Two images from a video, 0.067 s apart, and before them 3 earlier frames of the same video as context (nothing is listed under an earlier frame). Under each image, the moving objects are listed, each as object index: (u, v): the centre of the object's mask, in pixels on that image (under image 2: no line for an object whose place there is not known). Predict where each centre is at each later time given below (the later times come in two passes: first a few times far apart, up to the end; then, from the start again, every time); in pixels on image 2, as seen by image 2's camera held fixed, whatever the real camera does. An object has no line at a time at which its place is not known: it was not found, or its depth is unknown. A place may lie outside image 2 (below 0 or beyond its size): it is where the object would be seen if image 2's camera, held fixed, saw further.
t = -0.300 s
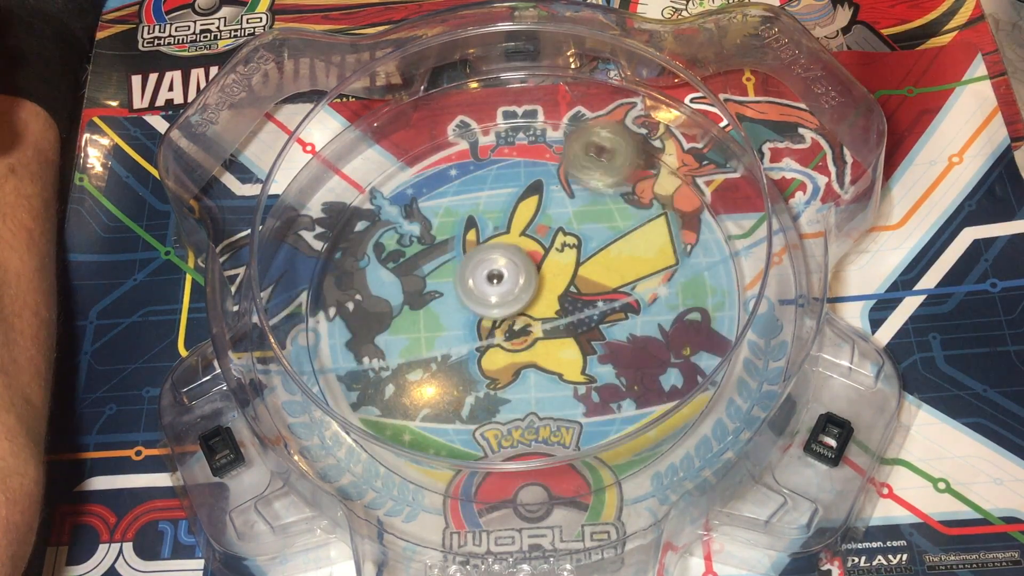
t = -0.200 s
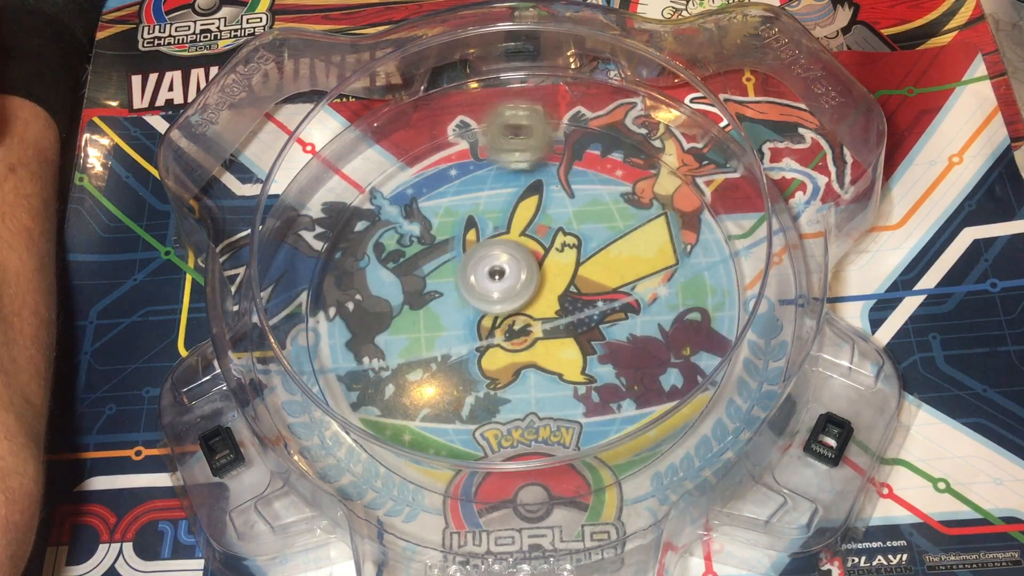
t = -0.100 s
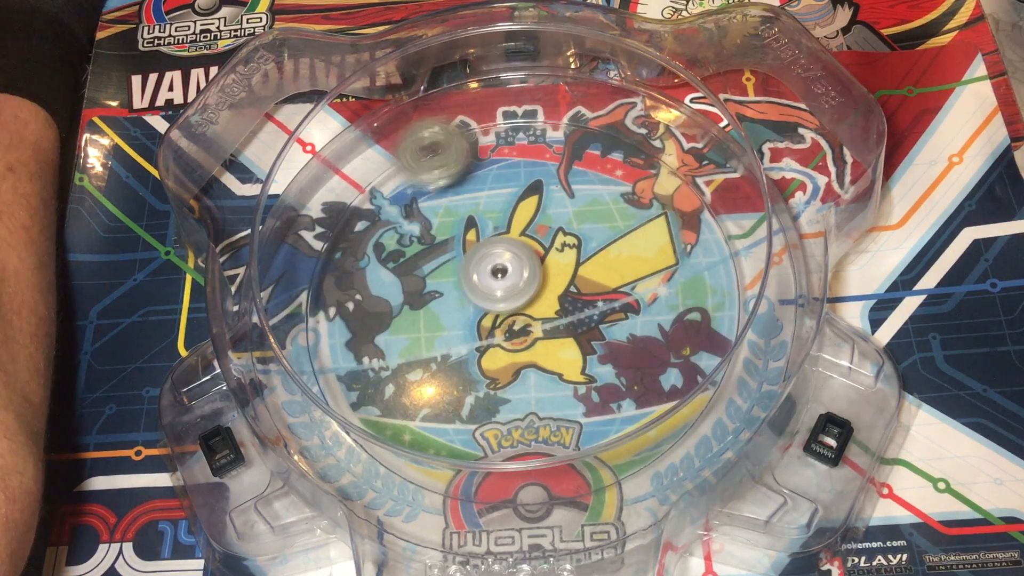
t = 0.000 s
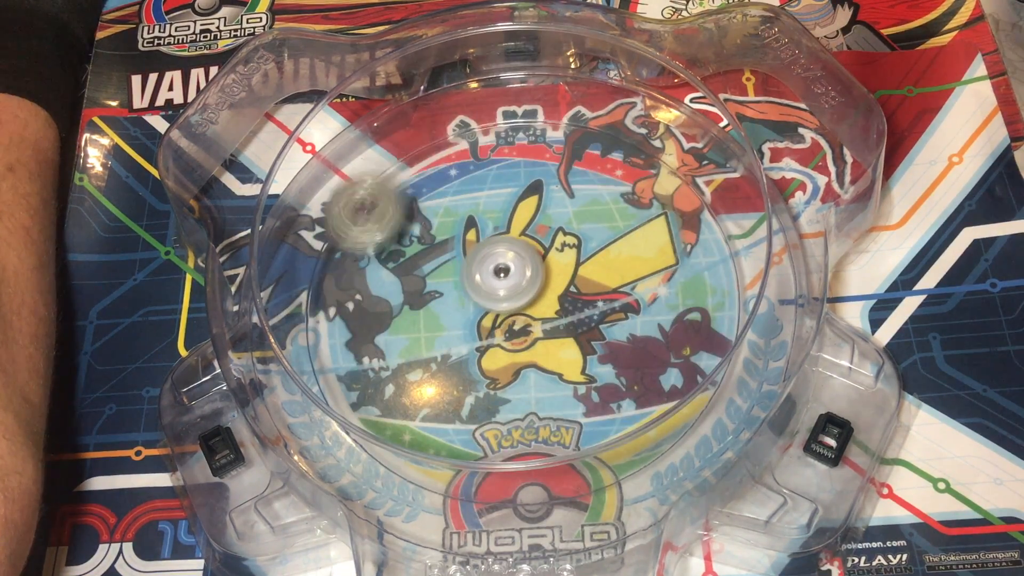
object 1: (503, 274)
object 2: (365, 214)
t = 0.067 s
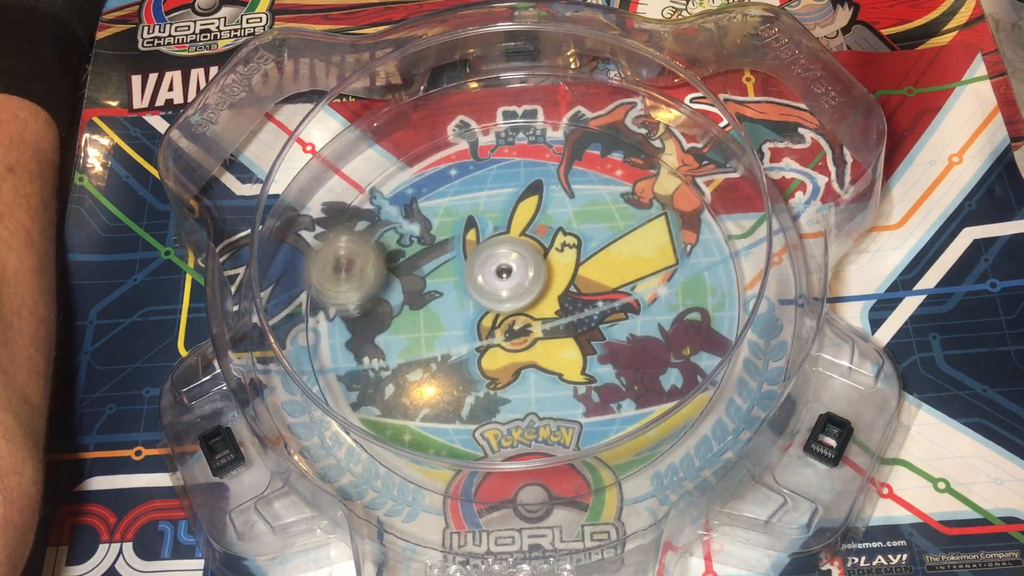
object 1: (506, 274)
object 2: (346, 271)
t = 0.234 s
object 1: (517, 271)
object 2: (439, 411)
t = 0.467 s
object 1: (521, 270)
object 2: (698, 328)
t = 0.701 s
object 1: (532, 272)
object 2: (610, 128)
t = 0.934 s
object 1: (535, 279)
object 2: (374, 203)
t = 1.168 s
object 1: (538, 281)
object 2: (448, 423)
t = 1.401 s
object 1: (538, 289)
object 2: (687, 356)
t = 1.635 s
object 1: (534, 296)
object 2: (629, 161)
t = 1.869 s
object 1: (529, 297)
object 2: (407, 209)
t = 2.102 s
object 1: (526, 296)
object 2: (423, 402)
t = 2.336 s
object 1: (520, 296)
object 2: (641, 380)
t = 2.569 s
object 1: (516, 293)
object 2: (617, 205)
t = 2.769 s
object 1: (515, 290)
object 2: (454, 194)
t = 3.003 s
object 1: (522, 283)
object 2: (390, 337)
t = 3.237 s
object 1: (524, 283)
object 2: (554, 391)
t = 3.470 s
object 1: (526, 286)
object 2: (628, 254)
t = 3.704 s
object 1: (529, 288)
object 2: (507, 181)
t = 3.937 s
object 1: (530, 288)
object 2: (408, 289)
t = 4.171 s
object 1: (529, 289)
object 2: (534, 384)
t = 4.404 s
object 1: (527, 290)
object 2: (650, 283)
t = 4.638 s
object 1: (525, 293)
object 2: (554, 188)
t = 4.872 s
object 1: (524, 294)
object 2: (423, 266)
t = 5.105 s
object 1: (523, 293)
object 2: (482, 389)
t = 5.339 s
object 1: (521, 291)
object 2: (625, 342)
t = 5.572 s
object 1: (520, 288)
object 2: (588, 214)
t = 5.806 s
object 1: (521, 285)
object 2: (446, 222)
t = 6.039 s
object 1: (523, 283)
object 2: (421, 345)
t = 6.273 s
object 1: (525, 284)
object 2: (569, 372)
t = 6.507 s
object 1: (527, 284)
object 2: (624, 249)
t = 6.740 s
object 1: (528, 287)
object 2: (515, 184)
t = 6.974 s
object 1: (530, 291)
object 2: (419, 275)
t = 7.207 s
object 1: (529, 292)
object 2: (504, 379)
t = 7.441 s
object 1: (526, 294)
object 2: (635, 323)
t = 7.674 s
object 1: (522, 293)
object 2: (593, 210)
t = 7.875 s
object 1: (520, 291)
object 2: (473, 216)
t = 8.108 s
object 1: (520, 288)
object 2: (425, 329)
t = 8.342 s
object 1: (521, 286)
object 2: (540, 388)
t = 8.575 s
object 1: (524, 285)
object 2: (625, 288)
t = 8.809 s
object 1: (526, 285)
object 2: (546, 202)
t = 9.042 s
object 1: (528, 287)
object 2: (432, 243)
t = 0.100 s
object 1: (507, 275)
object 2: (346, 299)
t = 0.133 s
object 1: (509, 274)
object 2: (355, 331)
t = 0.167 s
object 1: (512, 274)
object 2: (376, 368)
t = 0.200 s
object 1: (514, 272)
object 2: (397, 395)
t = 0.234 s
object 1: (517, 271)
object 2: (439, 411)
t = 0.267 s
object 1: (518, 269)
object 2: (483, 425)
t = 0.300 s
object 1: (519, 268)
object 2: (526, 430)
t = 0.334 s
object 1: (520, 268)
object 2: (567, 423)
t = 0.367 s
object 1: (520, 268)
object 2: (611, 407)
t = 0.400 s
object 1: (520, 268)
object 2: (645, 386)
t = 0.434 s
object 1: (521, 269)
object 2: (672, 362)
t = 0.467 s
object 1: (521, 270)
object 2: (698, 328)
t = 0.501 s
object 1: (522, 271)
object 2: (711, 293)
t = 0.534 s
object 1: (524, 271)
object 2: (718, 257)
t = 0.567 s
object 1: (526, 272)
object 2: (714, 222)
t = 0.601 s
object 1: (528, 272)
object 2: (699, 186)
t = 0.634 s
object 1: (530, 272)
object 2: (676, 160)
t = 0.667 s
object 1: (531, 272)
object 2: (643, 143)
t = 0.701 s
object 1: (532, 272)
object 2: (610, 128)
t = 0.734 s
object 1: (532, 272)
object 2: (573, 118)
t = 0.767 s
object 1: (532, 273)
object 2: (536, 115)
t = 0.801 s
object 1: (533, 274)
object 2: (495, 120)
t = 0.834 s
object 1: (533, 275)
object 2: (458, 131)
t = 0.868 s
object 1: (533, 276)
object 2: (426, 148)
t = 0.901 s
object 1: (534, 278)
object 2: (397, 173)
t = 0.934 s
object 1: (535, 279)
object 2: (374, 203)
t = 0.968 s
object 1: (536, 279)
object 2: (358, 237)
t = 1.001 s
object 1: (537, 280)
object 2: (350, 273)
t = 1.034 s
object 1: (539, 280)
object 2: (351, 305)
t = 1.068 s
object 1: (539, 280)
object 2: (363, 343)
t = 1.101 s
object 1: (539, 280)
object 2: (383, 377)
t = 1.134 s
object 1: (538, 281)
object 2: (404, 403)
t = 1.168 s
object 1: (538, 281)
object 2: (448, 423)
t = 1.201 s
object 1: (537, 282)
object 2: (484, 431)
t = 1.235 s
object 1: (537, 283)
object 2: (523, 443)
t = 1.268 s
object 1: (537, 285)
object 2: (565, 444)
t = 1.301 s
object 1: (538, 286)
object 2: (611, 433)
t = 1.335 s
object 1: (538, 288)
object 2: (643, 412)
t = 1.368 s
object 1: (538, 289)
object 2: (664, 378)
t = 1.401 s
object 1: (538, 289)
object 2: (687, 356)
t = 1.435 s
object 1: (537, 289)
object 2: (706, 323)
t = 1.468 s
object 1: (537, 290)
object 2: (714, 290)
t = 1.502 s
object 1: (536, 291)
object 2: (714, 257)
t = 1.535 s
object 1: (535, 292)
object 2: (703, 228)
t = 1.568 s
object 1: (535, 293)
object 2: (683, 200)
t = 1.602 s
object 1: (535, 295)
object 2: (660, 179)
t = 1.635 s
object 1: (534, 296)
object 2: (629, 161)
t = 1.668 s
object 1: (534, 297)
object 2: (597, 150)
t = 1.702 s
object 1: (534, 298)
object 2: (564, 146)
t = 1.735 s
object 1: (533, 298)
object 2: (527, 147)
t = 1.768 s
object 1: (532, 298)
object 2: (492, 155)
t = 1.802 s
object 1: (531, 298)
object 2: (460, 168)
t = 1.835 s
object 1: (530, 297)
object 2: (430, 187)
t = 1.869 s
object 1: (529, 297)
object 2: (407, 209)
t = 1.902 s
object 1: (528, 297)
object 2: (388, 236)
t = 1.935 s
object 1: (528, 298)
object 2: (374, 266)
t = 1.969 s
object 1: (527, 298)
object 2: (368, 295)
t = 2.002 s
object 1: (527, 298)
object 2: (372, 326)
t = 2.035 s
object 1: (527, 298)
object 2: (383, 357)
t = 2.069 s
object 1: (526, 297)
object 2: (399, 384)
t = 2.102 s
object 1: (526, 296)
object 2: (423, 402)
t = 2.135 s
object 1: (525, 296)
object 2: (450, 422)
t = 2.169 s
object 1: (524, 296)
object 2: (485, 428)
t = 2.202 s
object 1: (523, 296)
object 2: (517, 431)
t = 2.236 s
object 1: (522, 296)
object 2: (552, 428)
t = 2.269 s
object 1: (522, 297)
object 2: (587, 416)
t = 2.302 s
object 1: (521, 296)
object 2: (618, 400)
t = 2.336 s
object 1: (520, 296)
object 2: (641, 380)
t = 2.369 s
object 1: (520, 295)
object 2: (657, 359)
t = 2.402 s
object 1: (519, 295)
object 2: (667, 329)
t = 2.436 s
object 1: (518, 294)
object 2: (673, 301)
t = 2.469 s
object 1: (518, 294)
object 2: (668, 274)
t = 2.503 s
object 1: (517, 294)
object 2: (655, 246)
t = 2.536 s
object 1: (517, 293)
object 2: (639, 224)
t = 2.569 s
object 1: (516, 293)
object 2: (617, 205)
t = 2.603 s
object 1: (516, 292)
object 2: (592, 191)
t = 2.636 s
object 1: (516, 292)
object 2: (564, 182)
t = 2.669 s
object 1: (516, 292)
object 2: (537, 177)
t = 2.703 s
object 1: (515, 291)
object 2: (507, 178)
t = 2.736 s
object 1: (515, 291)
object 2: (480, 185)
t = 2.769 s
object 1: (515, 290)
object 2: (454, 194)
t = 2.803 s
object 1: (515, 289)
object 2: (431, 207)
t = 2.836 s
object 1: (517, 289)
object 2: (413, 224)
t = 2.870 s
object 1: (518, 287)
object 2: (397, 243)
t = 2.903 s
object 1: (520, 286)
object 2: (384, 266)
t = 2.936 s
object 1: (521, 285)
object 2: (380, 292)
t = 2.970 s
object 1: (522, 284)
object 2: (383, 314)
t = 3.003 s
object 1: (522, 283)
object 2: (390, 337)
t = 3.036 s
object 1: (523, 283)
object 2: (403, 357)
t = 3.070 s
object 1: (523, 282)
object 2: (425, 379)
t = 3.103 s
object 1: (523, 283)
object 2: (442, 389)
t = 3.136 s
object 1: (523, 282)
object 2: (473, 397)
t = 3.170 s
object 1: (524, 283)
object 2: (500, 400)
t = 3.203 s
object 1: (524, 283)
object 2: (528, 399)
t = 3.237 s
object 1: (524, 283)
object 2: (554, 391)
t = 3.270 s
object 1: (524, 283)
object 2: (579, 376)
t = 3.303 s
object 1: (525, 284)
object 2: (600, 360)
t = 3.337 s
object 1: (525, 284)
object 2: (615, 340)
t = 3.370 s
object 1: (525, 284)
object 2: (626, 322)
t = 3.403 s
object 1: (525, 285)
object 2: (633, 297)
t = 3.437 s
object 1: (525, 285)
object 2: (634, 275)
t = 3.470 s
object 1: (526, 286)
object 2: (628, 254)
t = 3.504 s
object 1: (527, 286)
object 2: (621, 232)
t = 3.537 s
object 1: (527, 287)
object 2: (608, 216)
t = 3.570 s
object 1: (527, 287)
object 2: (592, 202)
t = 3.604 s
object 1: (528, 287)
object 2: (574, 191)
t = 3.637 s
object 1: (528, 287)
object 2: (552, 183)
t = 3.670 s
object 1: (529, 288)
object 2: (529, 180)
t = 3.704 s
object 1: (529, 288)
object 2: (507, 181)
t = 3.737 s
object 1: (529, 288)
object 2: (483, 185)
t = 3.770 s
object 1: (530, 288)
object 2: (462, 195)
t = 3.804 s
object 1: (530, 287)
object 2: (441, 208)
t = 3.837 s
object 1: (530, 287)
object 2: (426, 225)
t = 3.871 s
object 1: (530, 288)
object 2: (414, 245)
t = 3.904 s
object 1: (530, 288)
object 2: (409, 265)
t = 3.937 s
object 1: (530, 288)
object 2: (408, 289)
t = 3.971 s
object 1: (530, 288)
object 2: (414, 312)
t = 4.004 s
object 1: (530, 288)
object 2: (425, 335)
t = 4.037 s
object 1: (530, 288)
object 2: (438, 354)
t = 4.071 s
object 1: (530, 289)
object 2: (459, 369)
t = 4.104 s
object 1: (530, 289)
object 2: (482, 379)
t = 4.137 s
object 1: (530, 289)
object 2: (507, 384)
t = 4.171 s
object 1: (529, 289)
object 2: (534, 384)
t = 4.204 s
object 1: (529, 289)
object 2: (559, 380)
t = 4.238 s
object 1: (529, 289)
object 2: (584, 370)
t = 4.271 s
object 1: (529, 289)
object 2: (604, 358)
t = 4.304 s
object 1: (528, 290)
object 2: (621, 342)
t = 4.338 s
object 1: (528, 290)
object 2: (635, 324)
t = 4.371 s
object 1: (527, 290)
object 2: (644, 305)
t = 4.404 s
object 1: (527, 290)
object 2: (650, 283)
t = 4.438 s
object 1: (527, 291)
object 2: (648, 263)
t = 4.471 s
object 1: (526, 291)
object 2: (643, 244)
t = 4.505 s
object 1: (526, 292)
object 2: (630, 225)
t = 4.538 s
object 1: (526, 292)
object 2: (615, 210)
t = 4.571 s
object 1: (526, 292)
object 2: (596, 199)
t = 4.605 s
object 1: (525, 292)
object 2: (577, 191)
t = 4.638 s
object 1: (525, 293)
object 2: (554, 188)
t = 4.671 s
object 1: (525, 293)
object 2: (529, 188)
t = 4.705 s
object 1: (525, 293)
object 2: (507, 192)
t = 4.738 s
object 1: (525, 294)
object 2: (483, 201)
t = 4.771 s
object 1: (525, 294)
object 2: (464, 213)
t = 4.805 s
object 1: (525, 294)
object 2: (447, 229)
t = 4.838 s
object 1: (524, 294)
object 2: (432, 248)
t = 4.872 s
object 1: (524, 294)
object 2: (423, 266)
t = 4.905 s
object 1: (524, 294)
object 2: (421, 282)
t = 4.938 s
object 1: (524, 293)
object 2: (419, 305)
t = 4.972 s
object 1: (524, 293)
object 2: (425, 328)
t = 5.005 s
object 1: (523, 294)
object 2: (433, 348)
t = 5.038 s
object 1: (523, 293)
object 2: (444, 366)
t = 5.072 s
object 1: (523, 293)
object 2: (464, 380)
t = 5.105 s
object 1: (523, 293)
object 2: (482, 389)
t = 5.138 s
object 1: (522, 293)
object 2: (503, 396)
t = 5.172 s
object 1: (522, 293)
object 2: (527, 398)
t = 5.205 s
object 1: (522, 292)
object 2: (551, 395)
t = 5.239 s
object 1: (521, 292)
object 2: (573, 389)
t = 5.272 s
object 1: (521, 292)
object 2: (595, 375)
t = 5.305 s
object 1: (521, 292)
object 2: (614, 359)
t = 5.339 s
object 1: (521, 291)
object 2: (625, 342)
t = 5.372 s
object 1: (521, 291)
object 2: (635, 322)
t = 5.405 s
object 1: (520, 290)
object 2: (640, 302)
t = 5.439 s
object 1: (520, 290)
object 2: (638, 281)
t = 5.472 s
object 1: (520, 289)
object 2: (631, 261)
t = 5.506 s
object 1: (520, 289)
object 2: (620, 241)
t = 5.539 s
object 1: (520, 288)
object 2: (606, 225)
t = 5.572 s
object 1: (520, 288)
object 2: (588, 214)
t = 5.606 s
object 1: (520, 288)
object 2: (571, 205)
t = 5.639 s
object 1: (520, 287)
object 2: (549, 199)
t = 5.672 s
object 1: (520, 287)
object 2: (526, 197)
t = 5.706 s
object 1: (520, 287)
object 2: (506, 198)
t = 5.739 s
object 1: (520, 286)
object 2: (483, 203)
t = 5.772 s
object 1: (520, 285)
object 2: (465, 211)
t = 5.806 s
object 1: (521, 285)
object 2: (446, 222)
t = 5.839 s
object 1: (521, 284)
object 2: (430, 235)
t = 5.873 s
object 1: (522, 284)
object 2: (417, 252)
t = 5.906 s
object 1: (522, 284)
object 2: (411, 267)
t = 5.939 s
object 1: (522, 284)
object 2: (405, 287)
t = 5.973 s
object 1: (522, 284)
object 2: (406, 305)
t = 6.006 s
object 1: (523, 284)
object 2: (409, 325)
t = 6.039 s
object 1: (523, 283)
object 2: (421, 345)
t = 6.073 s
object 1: (523, 283)
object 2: (434, 362)
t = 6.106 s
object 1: (523, 283)
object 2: (451, 374)
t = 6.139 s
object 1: (524, 283)
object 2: (474, 382)
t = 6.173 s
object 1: (524, 283)
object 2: (496, 386)
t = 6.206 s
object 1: (524, 284)
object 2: (522, 387)
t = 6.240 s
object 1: (525, 283)
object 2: (546, 382)
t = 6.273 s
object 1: (525, 284)
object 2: (569, 372)
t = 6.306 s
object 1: (525, 284)
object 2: (590, 359)
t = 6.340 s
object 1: (526, 284)
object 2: (605, 343)
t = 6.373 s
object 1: (527, 284)
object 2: (616, 326)
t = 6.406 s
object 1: (527, 284)
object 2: (625, 308)
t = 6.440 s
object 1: (527, 284)
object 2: (630, 288)
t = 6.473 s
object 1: (527, 284)
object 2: (630, 269)
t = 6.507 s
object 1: (527, 284)
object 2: (624, 249)
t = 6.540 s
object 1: (527, 284)
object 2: (617, 230)
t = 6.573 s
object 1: (527, 285)
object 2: (607, 216)
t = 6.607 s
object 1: (527, 285)
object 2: (593, 204)
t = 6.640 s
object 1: (527, 286)
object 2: (576, 193)
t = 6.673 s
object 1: (527, 287)
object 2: (556, 187)
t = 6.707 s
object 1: (527, 287)
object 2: (536, 183)
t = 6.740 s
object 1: (528, 287)
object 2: (515, 184)
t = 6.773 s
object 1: (529, 287)
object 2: (494, 188)
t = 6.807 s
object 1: (529, 288)
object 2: (476, 196)
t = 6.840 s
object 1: (530, 289)
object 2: (456, 208)
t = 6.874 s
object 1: (530, 290)
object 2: (442, 222)
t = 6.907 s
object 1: (530, 290)
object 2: (428, 239)
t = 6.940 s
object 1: (530, 291)
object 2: (422, 257)
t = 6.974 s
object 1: (530, 291)
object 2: (419, 275)
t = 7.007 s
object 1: (530, 292)
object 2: (421, 289)
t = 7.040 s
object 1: (530, 292)
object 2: (425, 300)
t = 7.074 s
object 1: (529, 292)
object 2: (431, 312)
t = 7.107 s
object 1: (530, 292)
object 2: (446, 350)
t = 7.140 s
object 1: (529, 292)
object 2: (464, 364)
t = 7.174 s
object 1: (529, 292)
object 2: (483, 374)
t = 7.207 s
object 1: (529, 292)
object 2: (504, 379)
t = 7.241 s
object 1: (528, 293)
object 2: (528, 384)
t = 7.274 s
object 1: (528, 293)
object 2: (550, 381)
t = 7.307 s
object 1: (527, 294)
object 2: (573, 375)
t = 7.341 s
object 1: (527, 294)
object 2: (593, 365)
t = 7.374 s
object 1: (526, 294)
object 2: (610, 352)
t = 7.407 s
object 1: (526, 294)
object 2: (623, 339)
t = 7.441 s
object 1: (526, 294)
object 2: (635, 323)
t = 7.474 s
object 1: (525, 293)
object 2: (642, 305)
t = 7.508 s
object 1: (525, 293)
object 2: (644, 284)
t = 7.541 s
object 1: (524, 293)
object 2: (643, 266)
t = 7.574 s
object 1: (524, 293)
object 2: (636, 249)
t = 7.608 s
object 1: (523, 293)
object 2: (624, 232)
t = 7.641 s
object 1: (523, 293)
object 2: (609, 219)
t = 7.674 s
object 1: (522, 293)
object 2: (593, 210)
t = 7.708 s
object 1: (522, 293)
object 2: (575, 202)
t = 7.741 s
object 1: (521, 293)
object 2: (554, 198)
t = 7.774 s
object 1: (521, 293)
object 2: (532, 198)
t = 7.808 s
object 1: (520, 292)
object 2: (512, 201)
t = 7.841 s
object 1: (520, 292)
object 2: (490, 208)
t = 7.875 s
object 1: (520, 291)
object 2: (473, 216)
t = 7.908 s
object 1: (520, 291)
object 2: (456, 229)
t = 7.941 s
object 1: (520, 291)
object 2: (442, 242)
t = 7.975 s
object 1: (519, 290)
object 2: (430, 259)
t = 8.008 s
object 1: (519, 290)
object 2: (424, 275)
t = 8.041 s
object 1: (520, 289)
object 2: (421, 292)
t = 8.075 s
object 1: (520, 289)
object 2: (420, 310)
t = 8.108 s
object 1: (520, 288)
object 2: (425, 329)
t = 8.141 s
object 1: (520, 288)
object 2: (431, 346)
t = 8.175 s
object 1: (520, 287)
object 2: (443, 363)
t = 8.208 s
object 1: (521, 287)
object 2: (459, 374)
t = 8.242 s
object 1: (521, 287)
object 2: (476, 383)
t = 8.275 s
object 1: (521, 286)
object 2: (495, 388)
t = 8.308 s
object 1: (521, 286)
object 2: (518, 391)
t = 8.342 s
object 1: (521, 286)
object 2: (540, 388)
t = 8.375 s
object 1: (522, 285)
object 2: (561, 383)
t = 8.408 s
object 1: (522, 285)
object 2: (583, 370)
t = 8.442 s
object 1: (522, 285)
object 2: (597, 357)
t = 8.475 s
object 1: (523, 285)
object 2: (610, 341)
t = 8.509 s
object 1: (523, 285)
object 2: (618, 325)
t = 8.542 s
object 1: (524, 285)
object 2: (624, 307)
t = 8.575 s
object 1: (524, 285)
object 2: (625, 288)
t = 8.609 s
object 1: (524, 285)
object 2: (622, 271)
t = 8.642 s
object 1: (525, 285)
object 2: (616, 255)
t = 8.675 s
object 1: (525, 285)
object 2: (605, 238)
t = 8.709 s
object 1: (525, 285)
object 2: (594, 226)
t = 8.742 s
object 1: (526, 285)
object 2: (580, 216)
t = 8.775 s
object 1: (526, 285)
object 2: (564, 207)
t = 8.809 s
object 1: (526, 285)
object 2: (546, 202)
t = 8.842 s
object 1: (526, 286)
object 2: (526, 199)
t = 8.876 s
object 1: (527, 286)
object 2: (509, 199)
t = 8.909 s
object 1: (527, 286)
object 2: (489, 203)
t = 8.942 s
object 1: (527, 286)
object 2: (474, 209)
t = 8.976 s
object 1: (527, 287)
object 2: (456, 218)
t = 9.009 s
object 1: (527, 287)
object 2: (443, 229)
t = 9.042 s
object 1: (528, 287)
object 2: (432, 243)
